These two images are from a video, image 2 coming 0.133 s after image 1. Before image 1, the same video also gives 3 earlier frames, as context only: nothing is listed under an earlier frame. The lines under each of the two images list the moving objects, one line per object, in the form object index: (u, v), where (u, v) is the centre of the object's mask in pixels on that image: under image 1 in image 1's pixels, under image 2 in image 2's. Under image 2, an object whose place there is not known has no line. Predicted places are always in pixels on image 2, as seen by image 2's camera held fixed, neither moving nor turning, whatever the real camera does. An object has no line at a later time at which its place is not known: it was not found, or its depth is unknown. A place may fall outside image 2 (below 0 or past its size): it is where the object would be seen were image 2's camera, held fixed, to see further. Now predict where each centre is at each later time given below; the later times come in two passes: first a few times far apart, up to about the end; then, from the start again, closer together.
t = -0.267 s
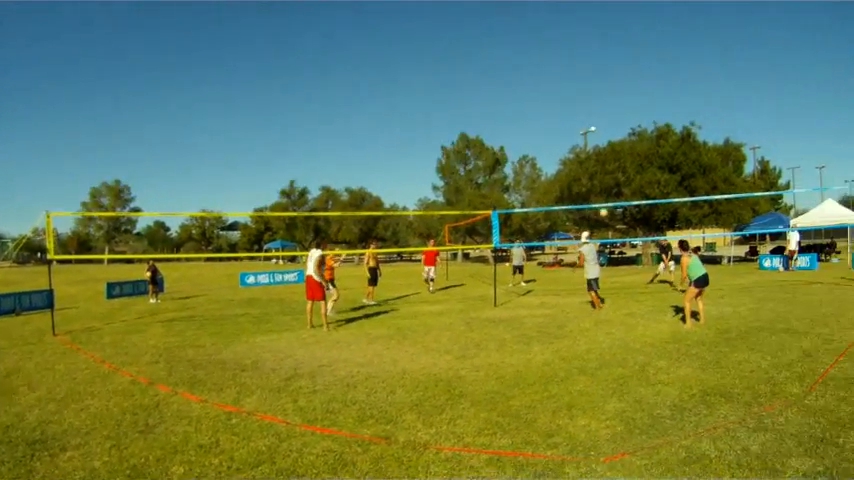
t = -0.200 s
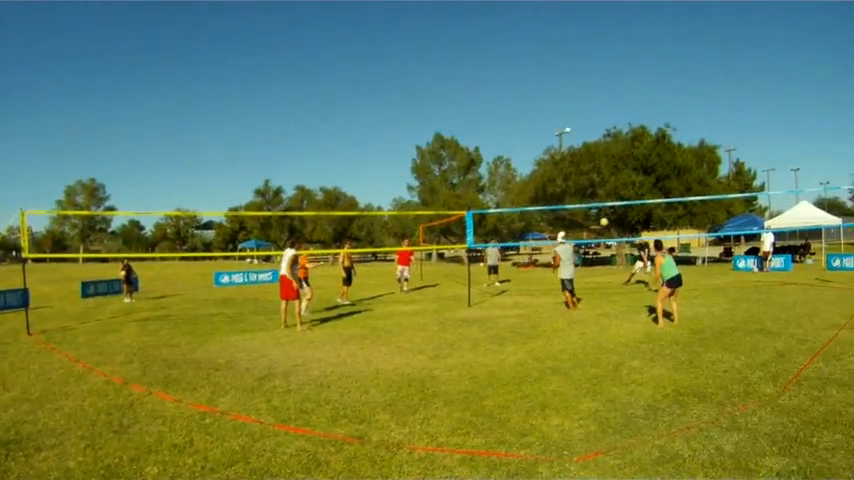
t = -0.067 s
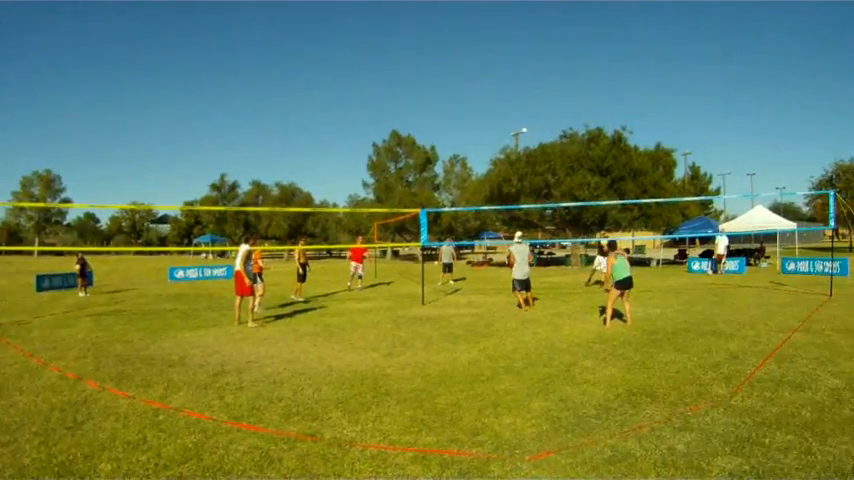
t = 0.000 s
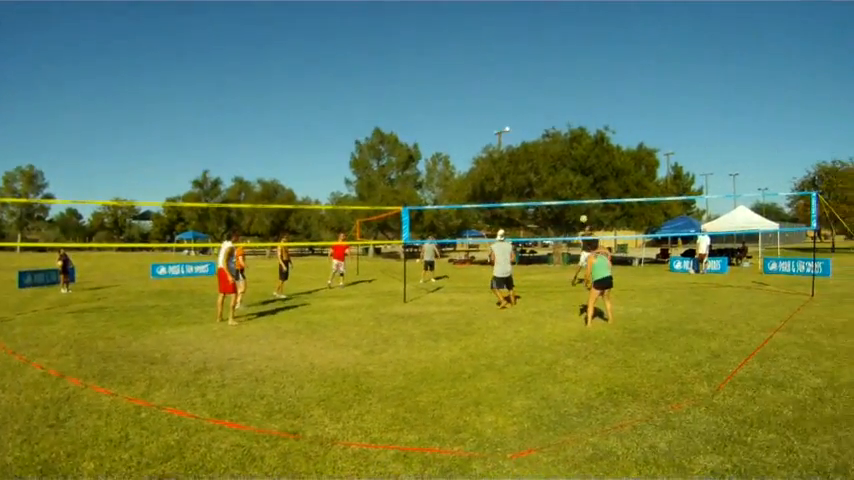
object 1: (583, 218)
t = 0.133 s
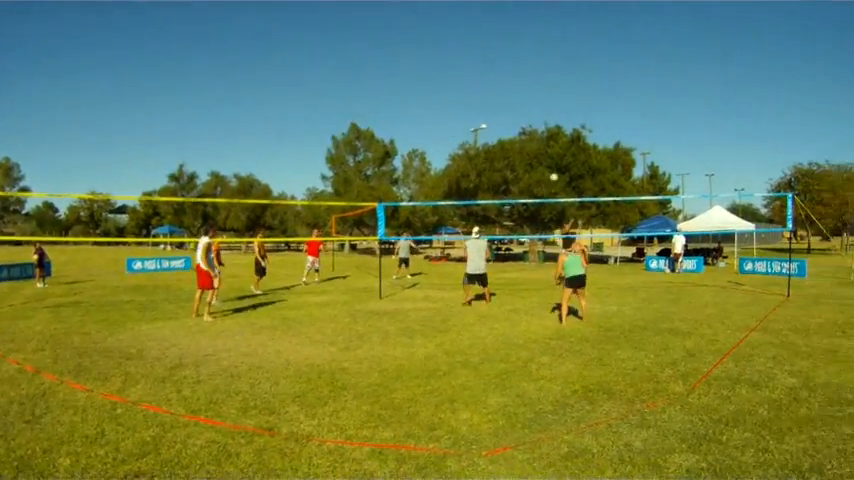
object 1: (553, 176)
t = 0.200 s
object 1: (551, 160)
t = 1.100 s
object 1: (512, 70)
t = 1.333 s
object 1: (502, 88)
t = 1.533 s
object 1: (496, 115)
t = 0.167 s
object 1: (552, 168)
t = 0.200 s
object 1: (551, 160)
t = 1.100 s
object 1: (512, 70)
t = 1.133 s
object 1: (510, 72)
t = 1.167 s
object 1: (509, 73)
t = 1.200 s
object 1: (509, 76)
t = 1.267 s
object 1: (505, 81)
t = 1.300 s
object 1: (504, 85)
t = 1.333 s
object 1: (502, 88)
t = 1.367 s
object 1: (501, 92)
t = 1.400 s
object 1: (499, 96)
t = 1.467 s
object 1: (499, 106)
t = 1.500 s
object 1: (497, 110)
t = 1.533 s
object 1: (496, 115)
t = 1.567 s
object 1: (496, 121)
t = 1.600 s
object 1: (495, 127)
